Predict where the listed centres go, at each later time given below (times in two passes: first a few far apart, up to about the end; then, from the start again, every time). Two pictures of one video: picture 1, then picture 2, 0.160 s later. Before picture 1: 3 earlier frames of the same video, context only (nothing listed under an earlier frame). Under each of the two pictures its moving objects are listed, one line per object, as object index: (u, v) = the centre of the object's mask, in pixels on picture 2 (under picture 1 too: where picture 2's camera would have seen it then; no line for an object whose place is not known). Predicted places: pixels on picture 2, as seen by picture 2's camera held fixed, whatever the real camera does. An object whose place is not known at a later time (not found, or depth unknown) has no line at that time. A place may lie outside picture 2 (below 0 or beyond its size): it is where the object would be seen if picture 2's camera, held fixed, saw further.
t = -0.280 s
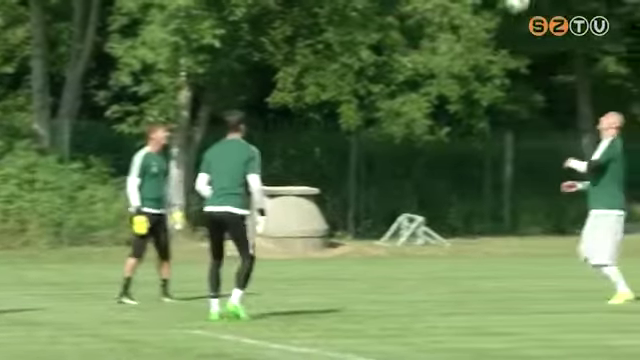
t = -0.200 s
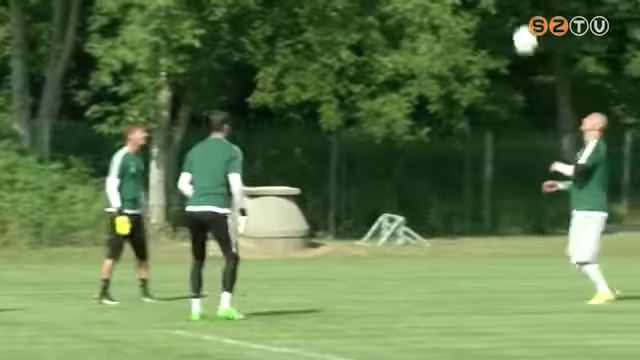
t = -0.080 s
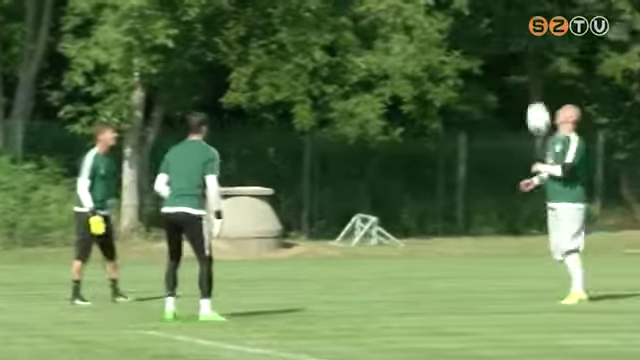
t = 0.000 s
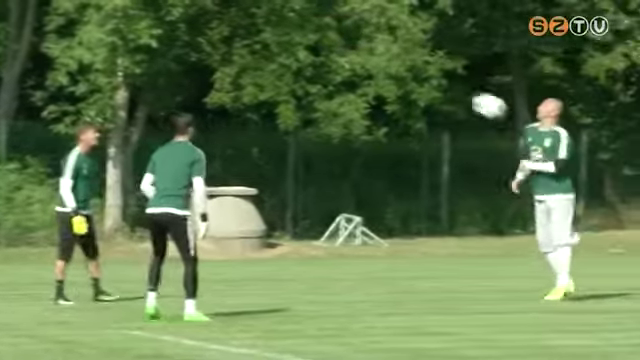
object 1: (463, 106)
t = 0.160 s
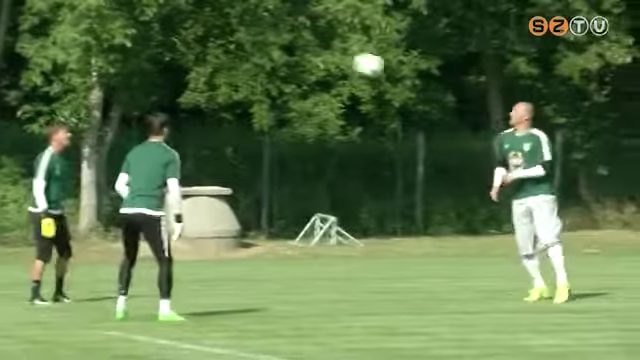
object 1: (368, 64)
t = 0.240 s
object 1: (318, 53)
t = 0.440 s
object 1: (197, 57)
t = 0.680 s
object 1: (49, 120)
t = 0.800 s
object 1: (-25, 177)
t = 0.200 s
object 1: (343, 57)
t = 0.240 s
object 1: (318, 53)
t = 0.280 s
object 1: (295, 51)
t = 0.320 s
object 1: (271, 50)
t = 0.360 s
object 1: (246, 50)
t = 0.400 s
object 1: (222, 52)
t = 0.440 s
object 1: (197, 57)
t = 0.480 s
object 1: (172, 64)
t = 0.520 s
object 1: (147, 72)
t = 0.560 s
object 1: (123, 81)
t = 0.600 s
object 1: (99, 92)
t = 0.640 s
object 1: (74, 105)
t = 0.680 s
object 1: (49, 120)
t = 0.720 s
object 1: (24, 138)
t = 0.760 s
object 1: (0, 156)
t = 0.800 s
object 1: (-25, 177)
